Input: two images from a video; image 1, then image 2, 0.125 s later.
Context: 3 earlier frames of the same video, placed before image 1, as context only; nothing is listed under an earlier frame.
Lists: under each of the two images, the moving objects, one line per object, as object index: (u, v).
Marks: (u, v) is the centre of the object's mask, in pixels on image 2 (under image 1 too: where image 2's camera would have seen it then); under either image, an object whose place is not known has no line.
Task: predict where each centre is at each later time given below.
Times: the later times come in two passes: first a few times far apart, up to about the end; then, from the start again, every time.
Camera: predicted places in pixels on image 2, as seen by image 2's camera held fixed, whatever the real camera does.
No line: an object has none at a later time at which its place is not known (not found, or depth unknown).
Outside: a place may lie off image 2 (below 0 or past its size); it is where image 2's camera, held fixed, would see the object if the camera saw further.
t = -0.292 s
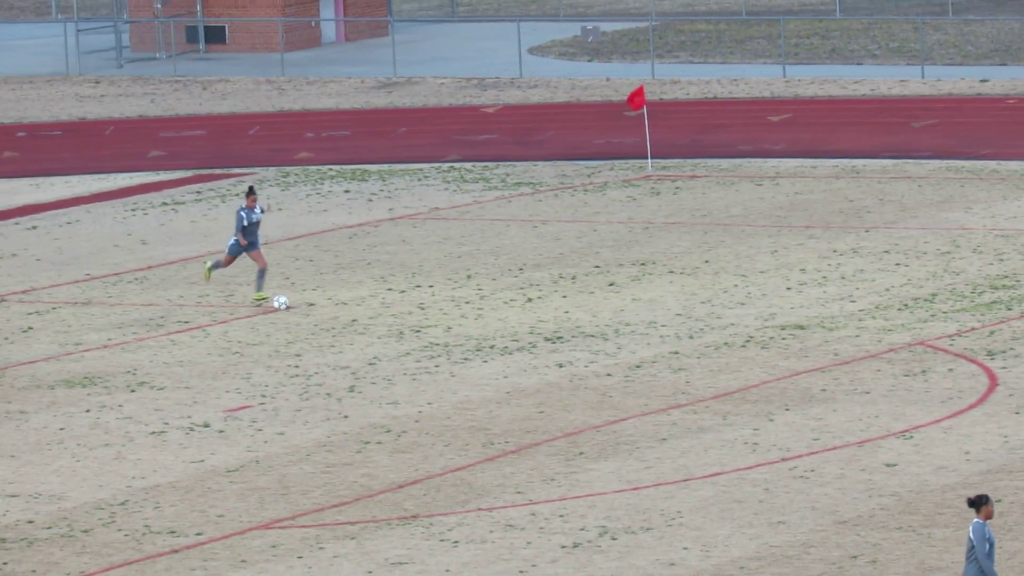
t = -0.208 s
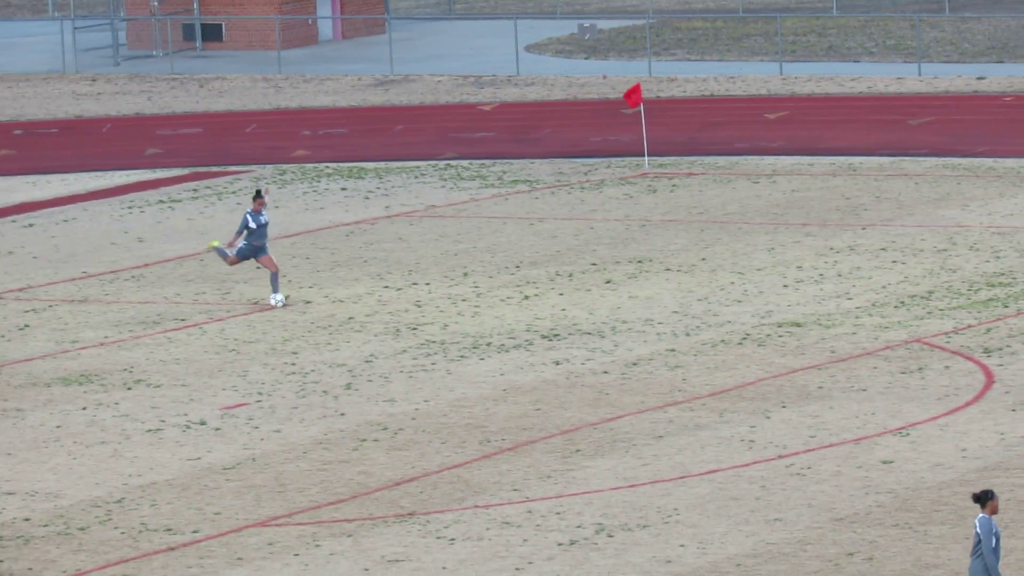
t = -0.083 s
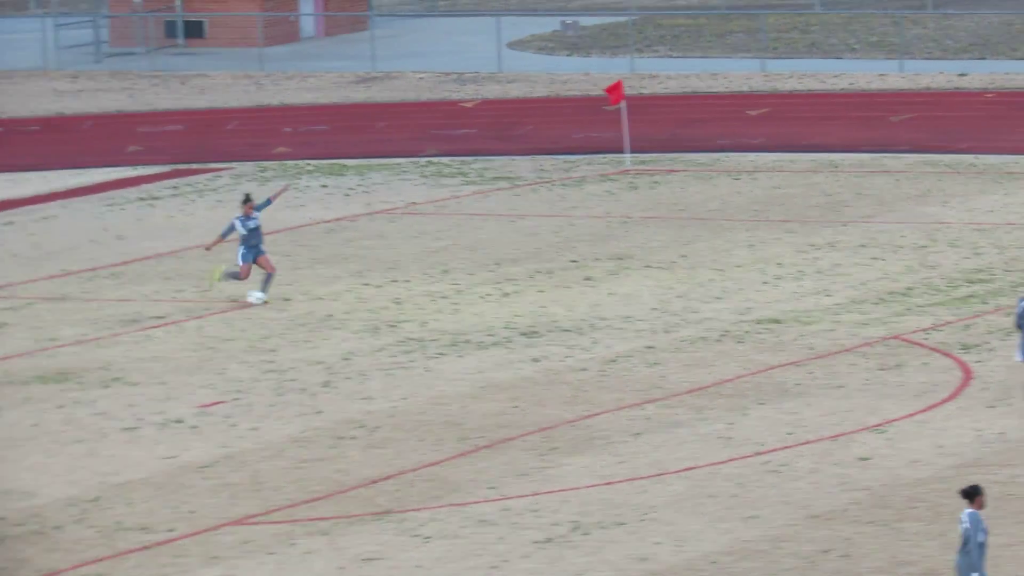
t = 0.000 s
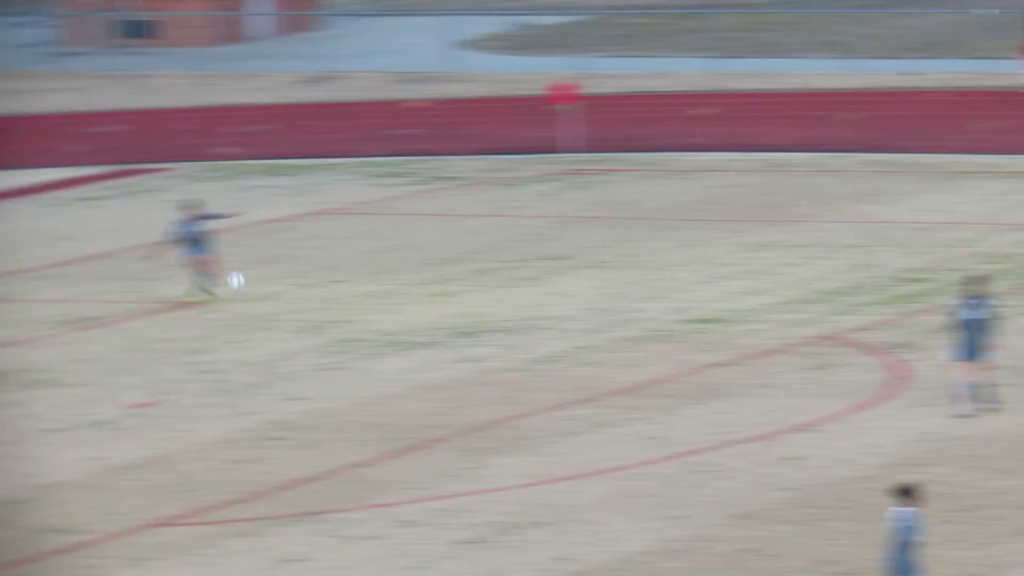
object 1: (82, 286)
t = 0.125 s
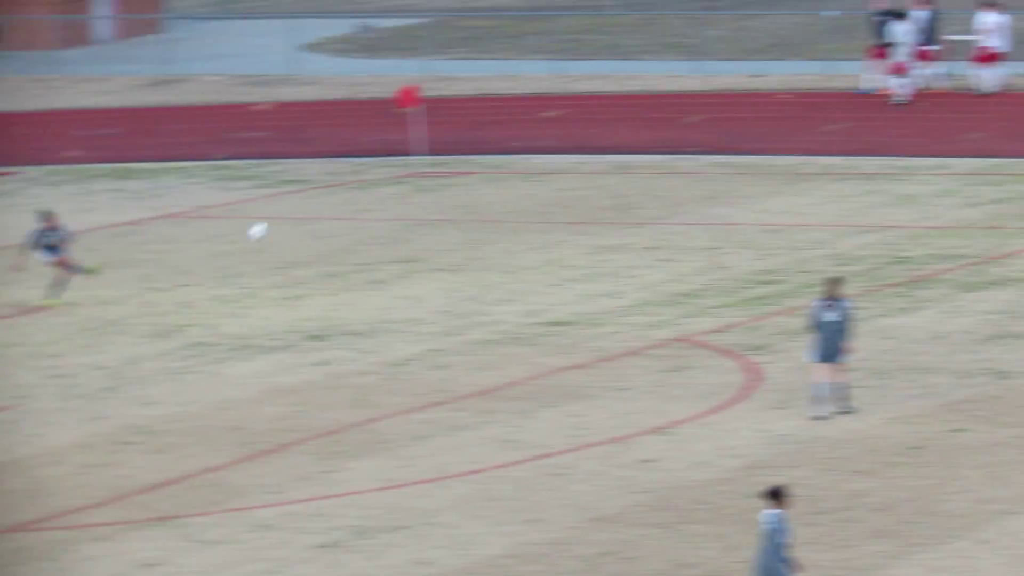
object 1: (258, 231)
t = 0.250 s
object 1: (432, 191)
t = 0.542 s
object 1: (844, 132)
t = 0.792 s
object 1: (1192, 131)
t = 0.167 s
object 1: (316, 216)
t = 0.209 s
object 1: (375, 203)
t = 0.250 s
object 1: (432, 191)
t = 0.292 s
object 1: (491, 180)
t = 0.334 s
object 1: (548, 168)
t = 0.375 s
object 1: (606, 158)
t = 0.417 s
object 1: (665, 150)
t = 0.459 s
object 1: (725, 143)
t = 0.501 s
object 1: (785, 136)
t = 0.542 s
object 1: (844, 132)
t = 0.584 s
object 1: (902, 128)
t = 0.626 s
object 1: (959, 125)
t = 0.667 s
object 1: (1015, 122)
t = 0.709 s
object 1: (1070, 123)
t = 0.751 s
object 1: (1129, 126)
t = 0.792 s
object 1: (1192, 131)
